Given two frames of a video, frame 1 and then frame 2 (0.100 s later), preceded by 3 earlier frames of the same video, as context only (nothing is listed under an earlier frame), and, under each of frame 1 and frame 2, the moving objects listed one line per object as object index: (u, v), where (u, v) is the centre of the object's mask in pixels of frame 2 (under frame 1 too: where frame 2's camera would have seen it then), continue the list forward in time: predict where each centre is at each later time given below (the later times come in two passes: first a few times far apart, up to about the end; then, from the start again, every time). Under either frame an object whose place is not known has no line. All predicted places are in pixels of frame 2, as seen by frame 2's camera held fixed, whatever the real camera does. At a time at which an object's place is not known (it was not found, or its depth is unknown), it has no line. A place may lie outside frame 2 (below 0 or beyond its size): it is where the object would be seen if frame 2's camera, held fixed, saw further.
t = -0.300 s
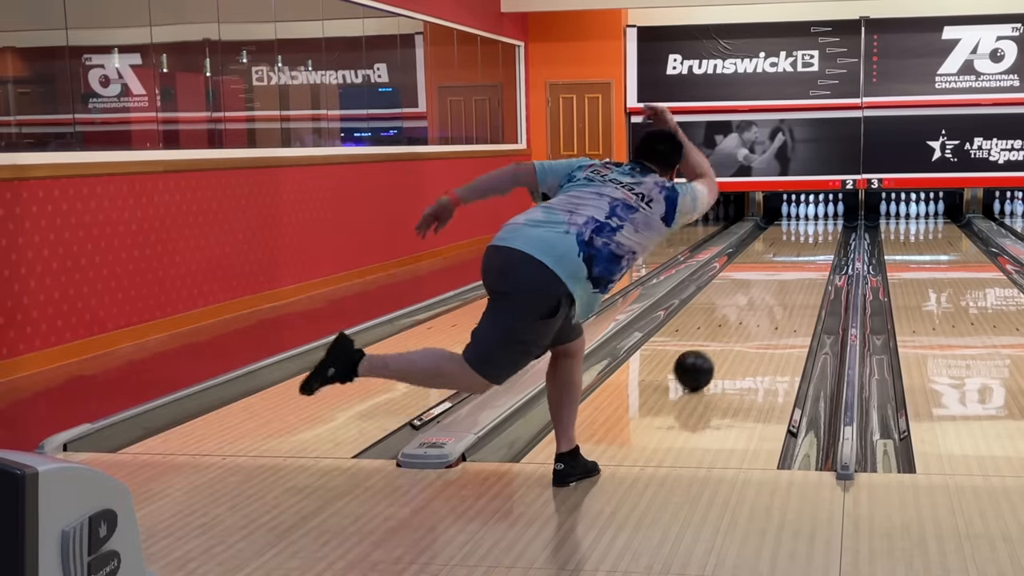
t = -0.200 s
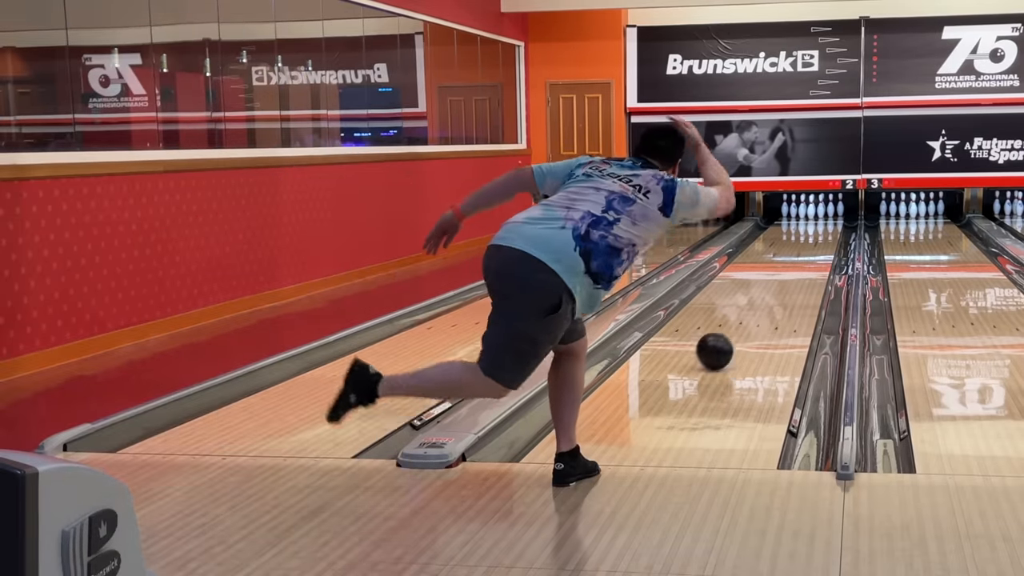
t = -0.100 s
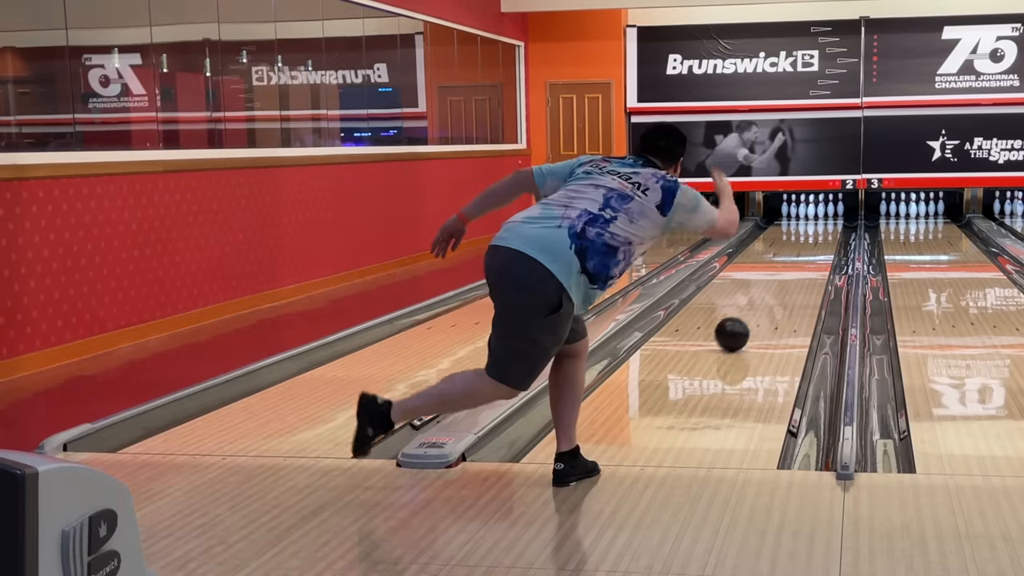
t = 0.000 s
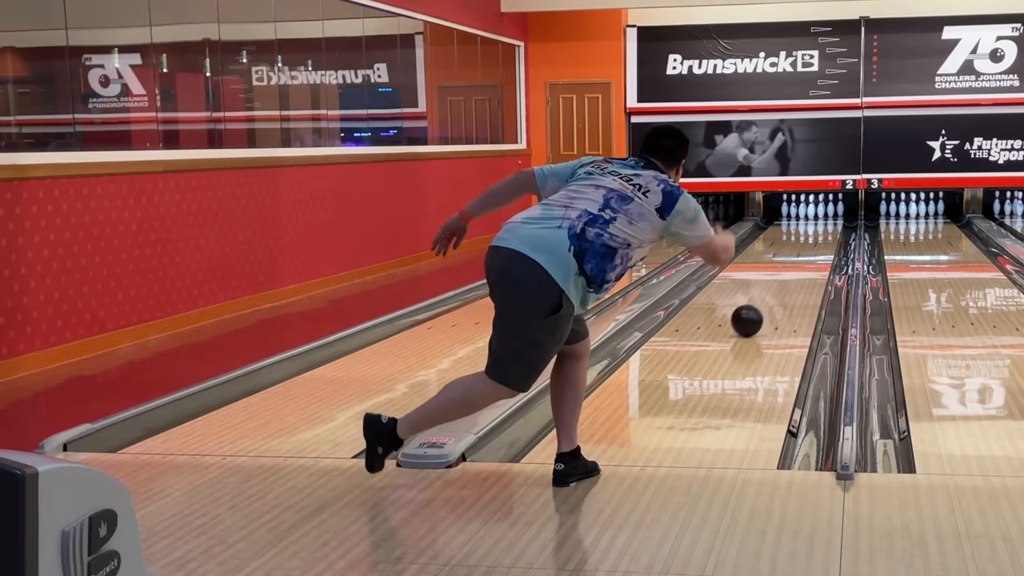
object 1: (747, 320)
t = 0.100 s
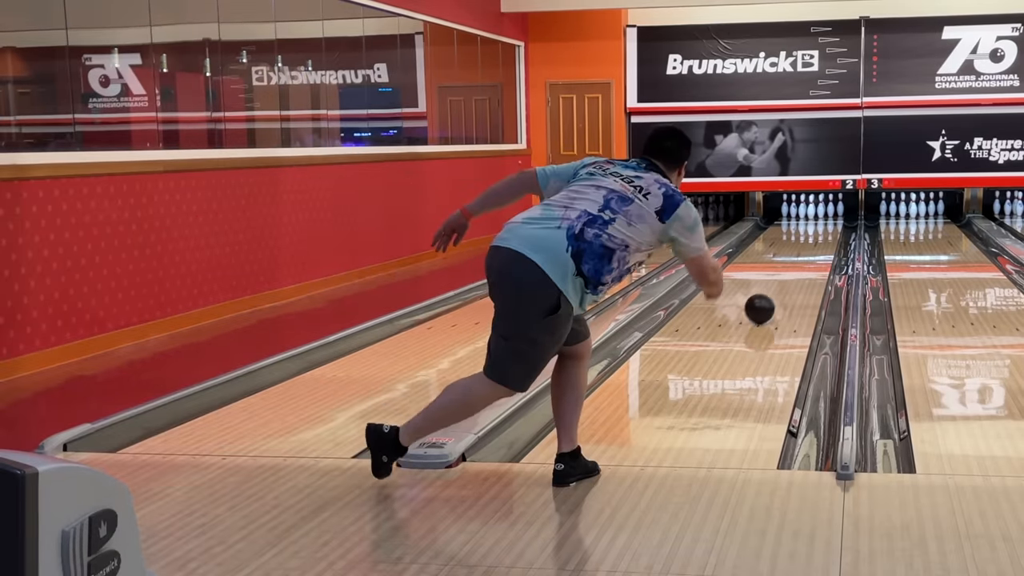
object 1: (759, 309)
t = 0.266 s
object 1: (777, 291)
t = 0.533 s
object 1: (798, 270)
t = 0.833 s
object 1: (815, 252)
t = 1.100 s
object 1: (825, 240)
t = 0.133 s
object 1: (763, 305)
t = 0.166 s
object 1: (767, 301)
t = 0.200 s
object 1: (770, 298)
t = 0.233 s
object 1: (774, 294)
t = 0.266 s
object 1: (777, 291)
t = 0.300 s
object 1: (780, 288)
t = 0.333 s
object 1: (783, 285)
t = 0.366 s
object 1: (786, 282)
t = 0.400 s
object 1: (788, 280)
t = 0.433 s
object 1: (791, 277)
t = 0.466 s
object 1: (793, 274)
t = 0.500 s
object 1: (796, 272)
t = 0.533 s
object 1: (798, 270)
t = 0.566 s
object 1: (800, 267)
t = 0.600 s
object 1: (802, 265)
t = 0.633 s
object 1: (804, 263)
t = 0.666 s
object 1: (806, 261)
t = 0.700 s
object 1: (808, 259)
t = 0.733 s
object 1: (810, 257)
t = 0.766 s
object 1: (812, 255)
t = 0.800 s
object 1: (813, 254)
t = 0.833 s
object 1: (815, 252)
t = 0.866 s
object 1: (816, 250)
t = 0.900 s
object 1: (818, 248)
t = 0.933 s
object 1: (819, 247)
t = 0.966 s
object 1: (821, 246)
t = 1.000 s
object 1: (822, 244)
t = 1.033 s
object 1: (823, 243)
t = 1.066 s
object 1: (824, 241)
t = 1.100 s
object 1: (825, 240)
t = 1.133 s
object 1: (826, 239)
